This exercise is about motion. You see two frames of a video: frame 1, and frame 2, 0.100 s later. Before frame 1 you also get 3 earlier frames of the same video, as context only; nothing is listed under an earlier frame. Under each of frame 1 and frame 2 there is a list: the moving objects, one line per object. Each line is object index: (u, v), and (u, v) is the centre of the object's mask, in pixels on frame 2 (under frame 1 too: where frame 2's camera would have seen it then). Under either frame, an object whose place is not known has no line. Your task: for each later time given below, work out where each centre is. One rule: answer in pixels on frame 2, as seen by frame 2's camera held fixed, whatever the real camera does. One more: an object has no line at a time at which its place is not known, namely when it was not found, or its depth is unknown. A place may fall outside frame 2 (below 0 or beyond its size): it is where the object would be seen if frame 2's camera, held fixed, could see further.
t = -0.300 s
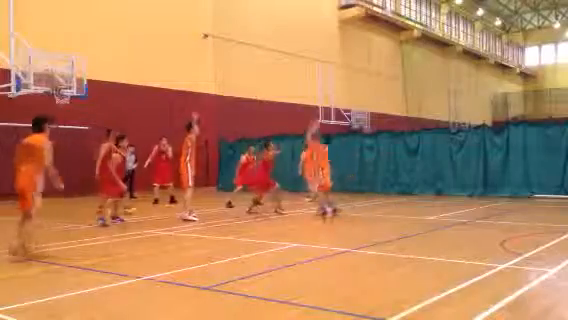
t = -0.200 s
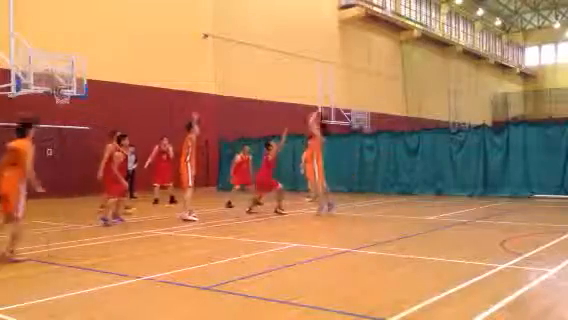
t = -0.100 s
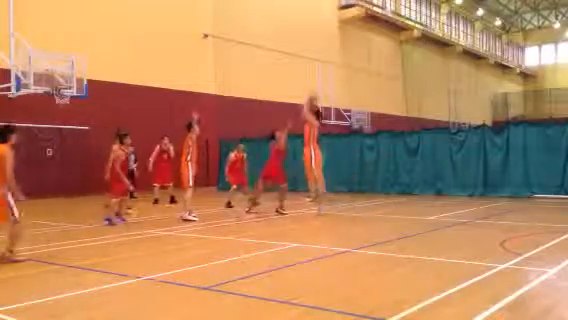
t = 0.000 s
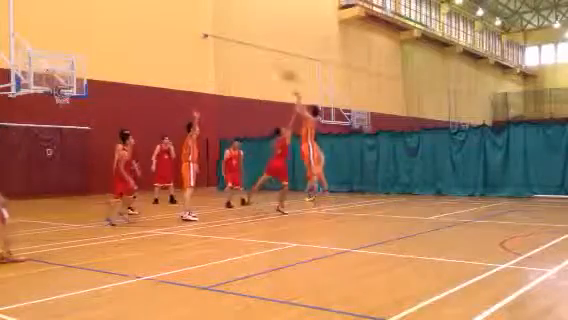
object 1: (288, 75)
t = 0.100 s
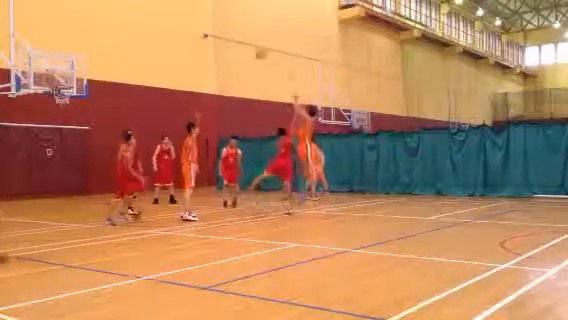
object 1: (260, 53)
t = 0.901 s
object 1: (84, 54)
